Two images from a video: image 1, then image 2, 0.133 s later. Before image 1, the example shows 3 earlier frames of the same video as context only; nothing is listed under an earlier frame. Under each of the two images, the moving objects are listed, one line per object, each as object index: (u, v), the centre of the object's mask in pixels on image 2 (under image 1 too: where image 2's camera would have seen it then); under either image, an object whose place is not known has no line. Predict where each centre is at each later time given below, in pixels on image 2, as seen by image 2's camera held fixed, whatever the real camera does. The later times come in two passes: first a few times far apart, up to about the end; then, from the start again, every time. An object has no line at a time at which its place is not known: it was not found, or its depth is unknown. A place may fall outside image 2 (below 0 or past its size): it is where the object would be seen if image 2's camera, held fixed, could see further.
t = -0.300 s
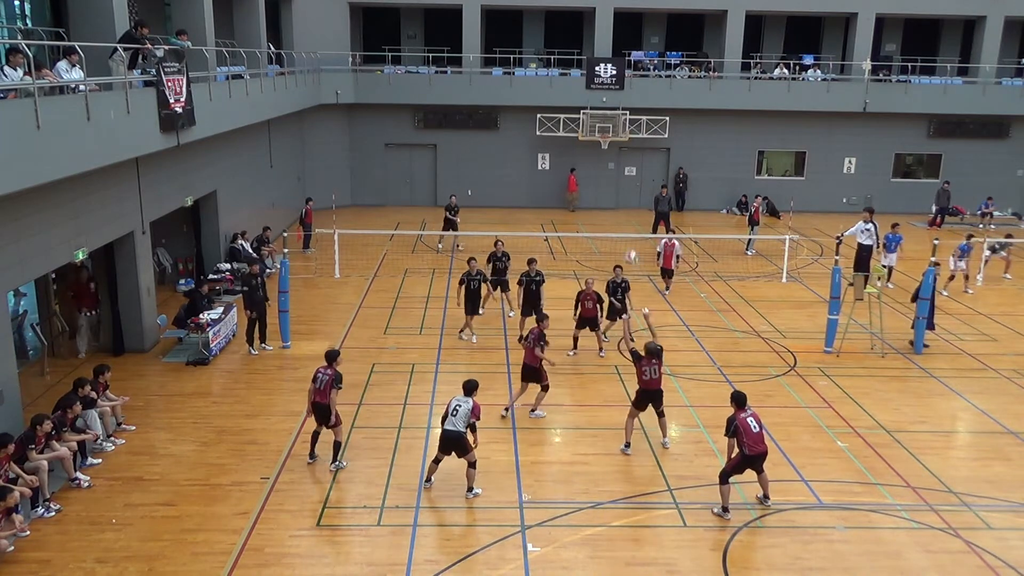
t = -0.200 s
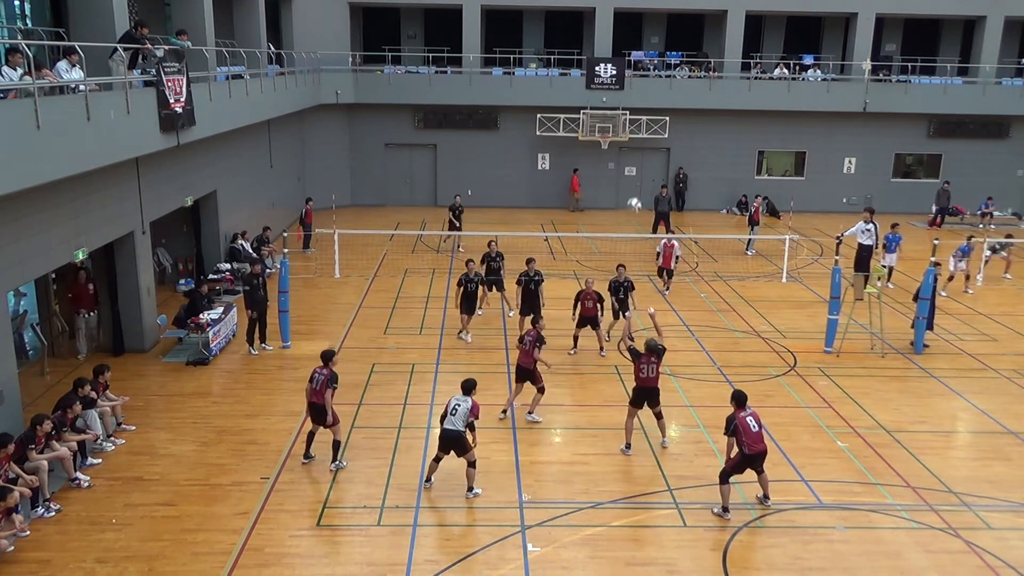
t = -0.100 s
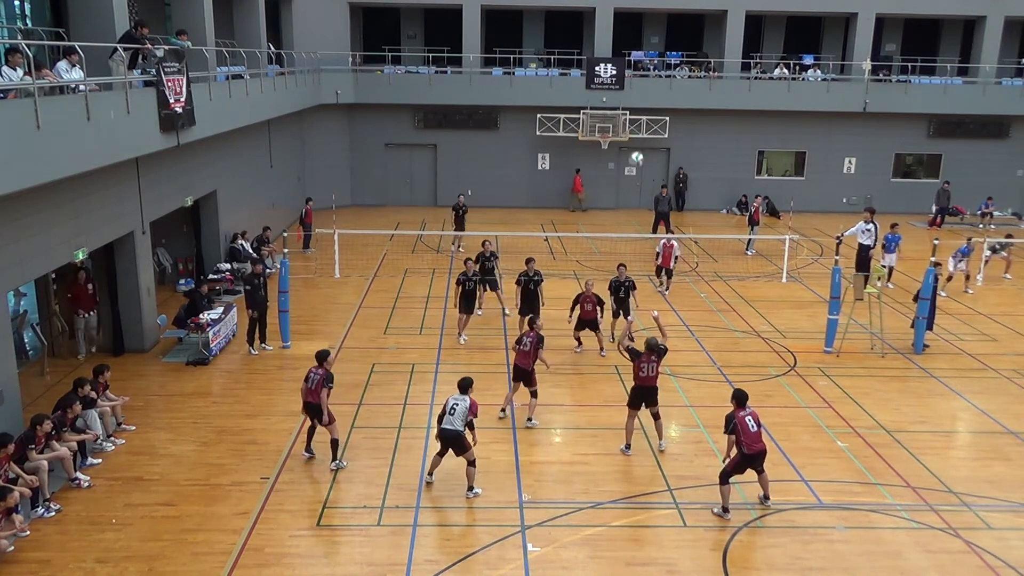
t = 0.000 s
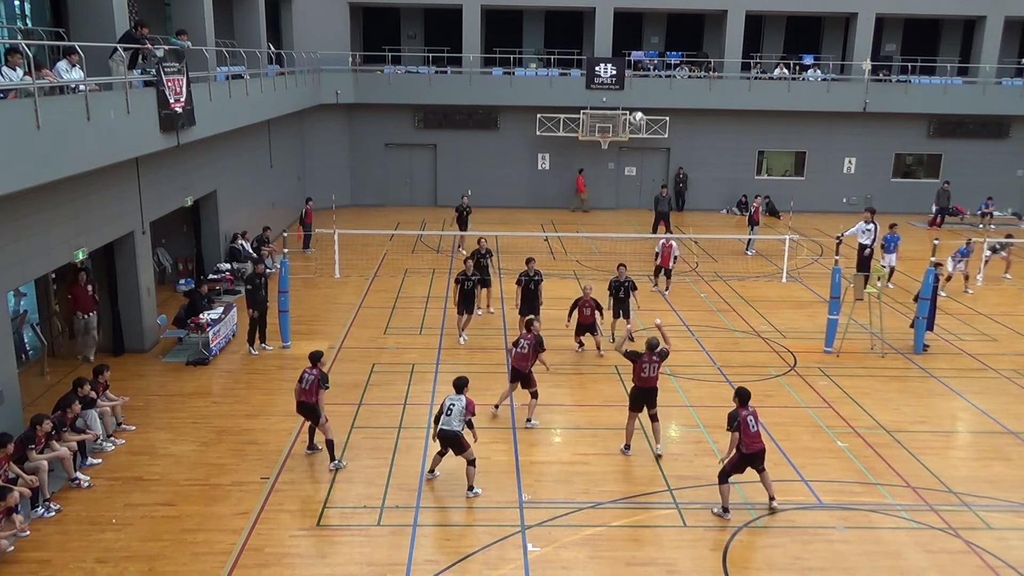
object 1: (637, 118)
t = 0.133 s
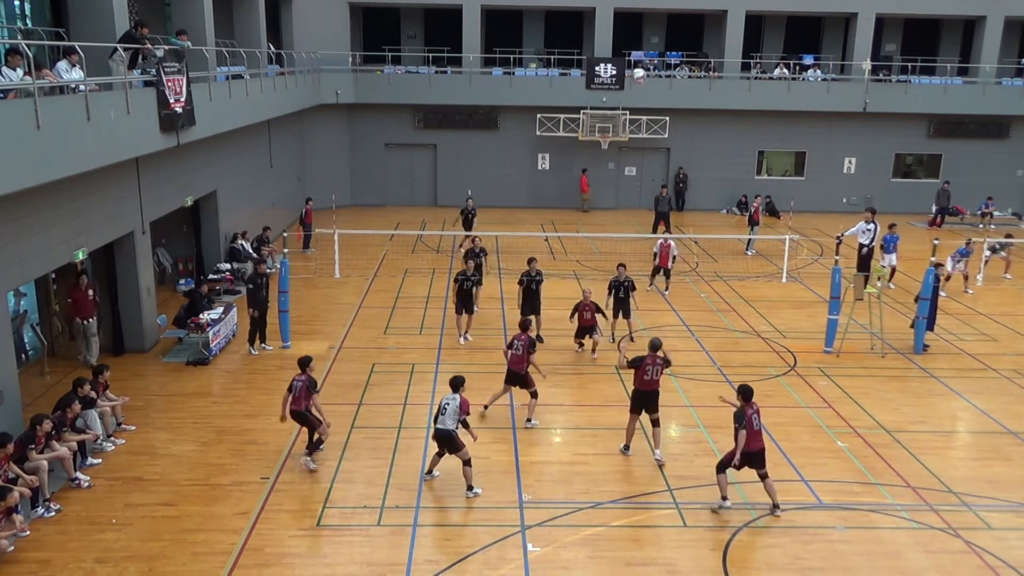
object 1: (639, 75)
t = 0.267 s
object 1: (639, 44)
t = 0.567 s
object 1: (640, 21)
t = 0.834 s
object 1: (637, 53)
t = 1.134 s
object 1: (631, 146)
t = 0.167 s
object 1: (639, 65)
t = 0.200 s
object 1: (639, 58)
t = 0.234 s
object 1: (639, 51)
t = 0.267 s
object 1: (639, 44)
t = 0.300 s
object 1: (639, 38)
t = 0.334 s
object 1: (640, 34)
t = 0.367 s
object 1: (640, 30)
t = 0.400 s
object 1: (640, 26)
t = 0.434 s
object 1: (640, 23)
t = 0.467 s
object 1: (640, 22)
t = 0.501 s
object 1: (640, 20)
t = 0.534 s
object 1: (640, 20)
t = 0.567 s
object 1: (640, 21)
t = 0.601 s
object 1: (640, 22)
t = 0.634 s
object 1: (639, 24)
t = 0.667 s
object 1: (639, 27)
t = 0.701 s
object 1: (639, 30)
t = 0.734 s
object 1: (638, 35)
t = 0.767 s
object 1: (638, 40)
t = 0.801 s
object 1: (637, 45)
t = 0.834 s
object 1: (637, 53)
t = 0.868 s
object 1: (637, 60)
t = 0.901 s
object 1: (636, 68)
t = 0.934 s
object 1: (636, 77)
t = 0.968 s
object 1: (635, 87)
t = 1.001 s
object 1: (634, 96)
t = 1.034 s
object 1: (633, 108)
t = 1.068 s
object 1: (633, 121)
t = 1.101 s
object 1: (632, 132)
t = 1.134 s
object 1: (631, 146)
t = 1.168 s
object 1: (630, 159)
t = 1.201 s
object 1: (629, 173)
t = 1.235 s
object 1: (628, 188)
